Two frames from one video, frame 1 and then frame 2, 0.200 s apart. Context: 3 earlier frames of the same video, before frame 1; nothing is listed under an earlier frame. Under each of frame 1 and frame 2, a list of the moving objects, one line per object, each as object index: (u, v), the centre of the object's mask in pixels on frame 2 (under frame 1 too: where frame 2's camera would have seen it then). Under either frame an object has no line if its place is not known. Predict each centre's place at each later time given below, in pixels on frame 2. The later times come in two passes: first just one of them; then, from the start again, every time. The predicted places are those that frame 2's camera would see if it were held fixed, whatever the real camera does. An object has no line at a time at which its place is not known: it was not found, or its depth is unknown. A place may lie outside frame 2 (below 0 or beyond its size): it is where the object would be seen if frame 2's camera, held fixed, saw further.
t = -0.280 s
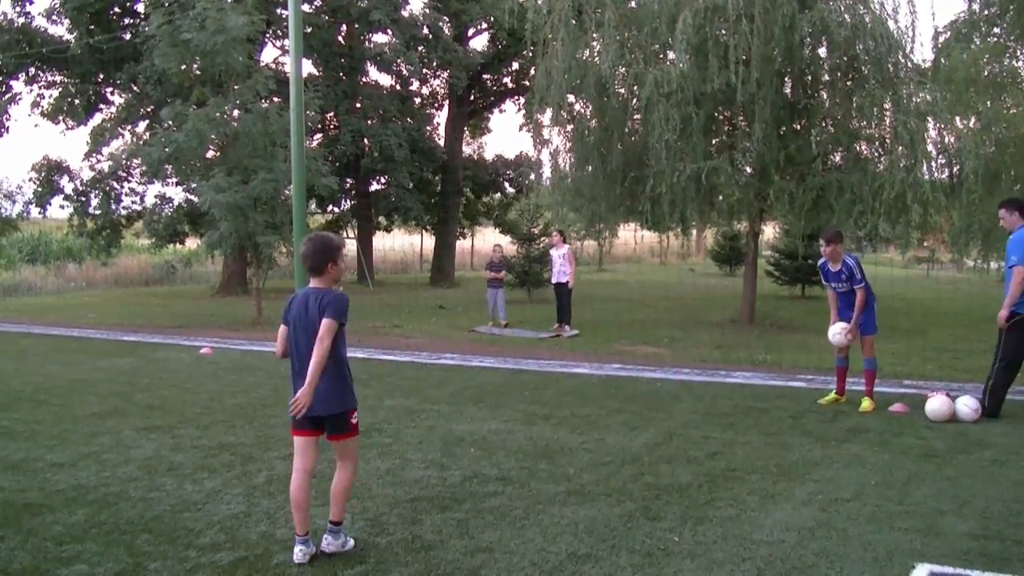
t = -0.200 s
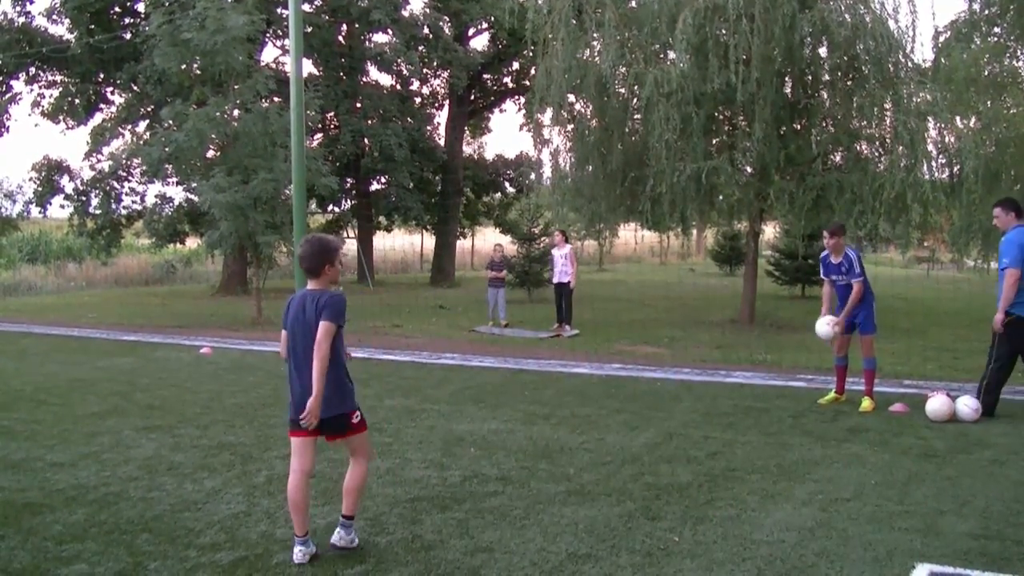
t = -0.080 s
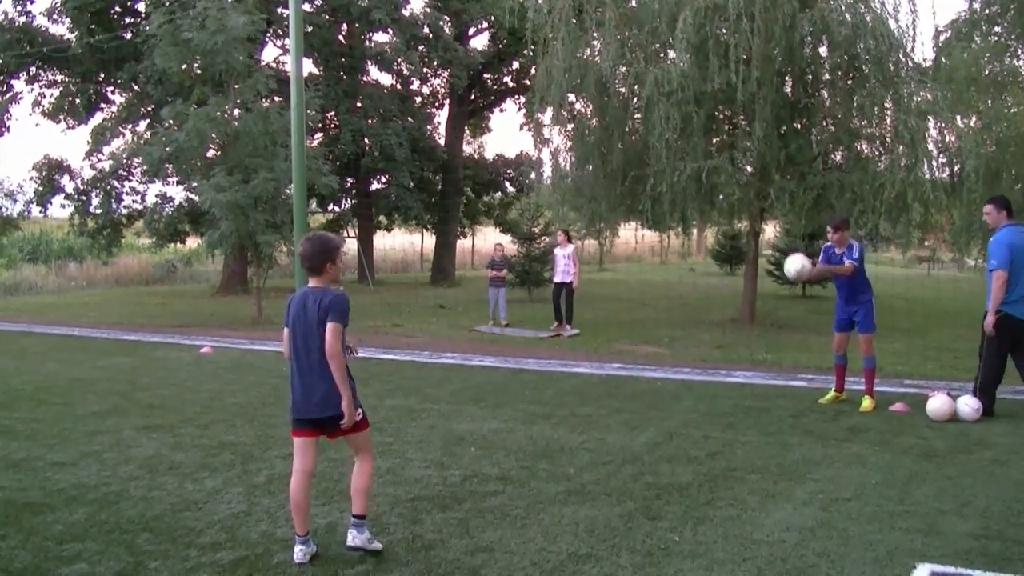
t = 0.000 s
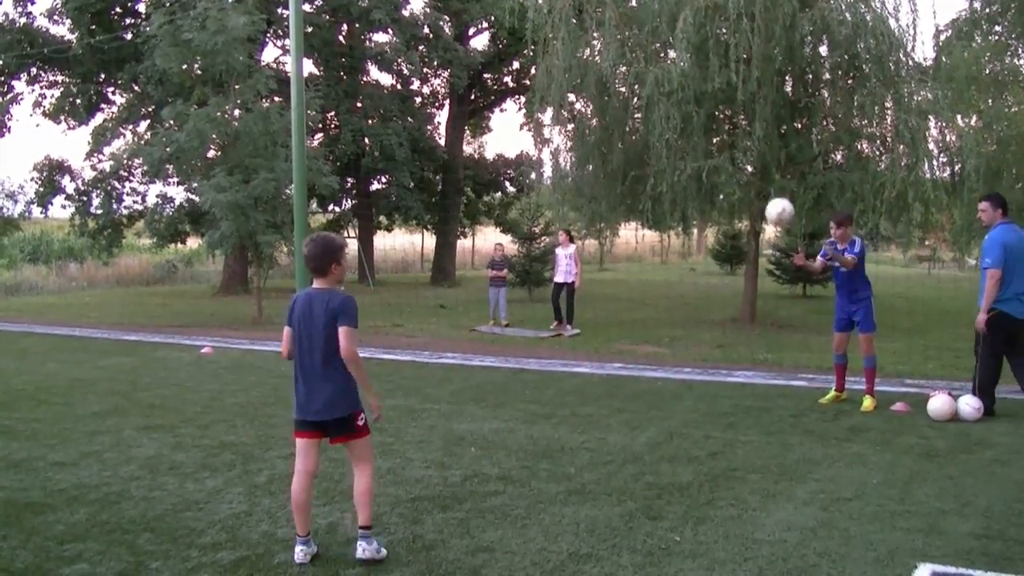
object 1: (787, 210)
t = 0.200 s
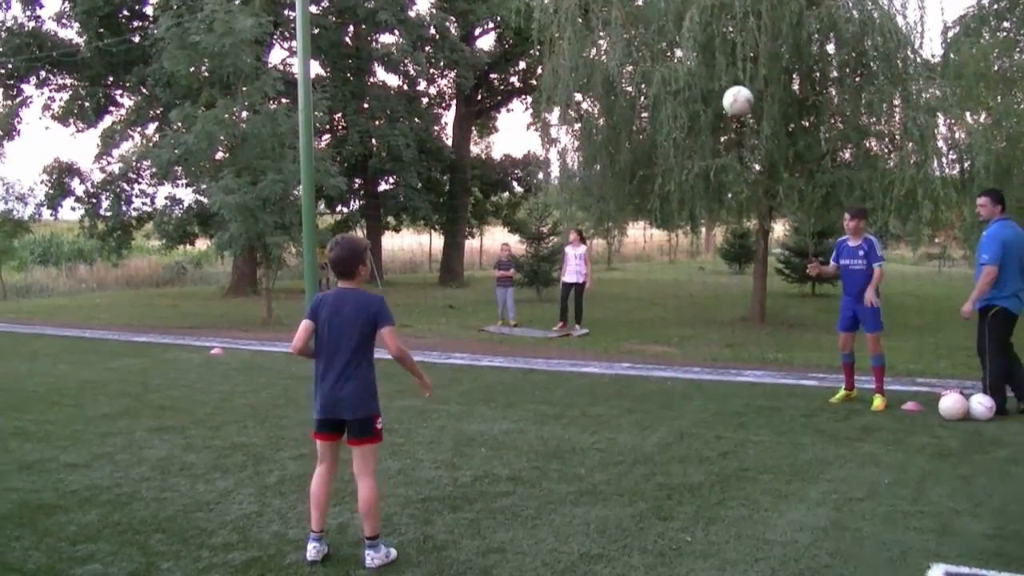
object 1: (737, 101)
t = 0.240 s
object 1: (727, 84)
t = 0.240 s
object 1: (727, 84)
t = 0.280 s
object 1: (717, 70)
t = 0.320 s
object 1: (706, 56)
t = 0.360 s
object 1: (695, 46)
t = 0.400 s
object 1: (684, 38)
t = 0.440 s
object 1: (673, 33)
